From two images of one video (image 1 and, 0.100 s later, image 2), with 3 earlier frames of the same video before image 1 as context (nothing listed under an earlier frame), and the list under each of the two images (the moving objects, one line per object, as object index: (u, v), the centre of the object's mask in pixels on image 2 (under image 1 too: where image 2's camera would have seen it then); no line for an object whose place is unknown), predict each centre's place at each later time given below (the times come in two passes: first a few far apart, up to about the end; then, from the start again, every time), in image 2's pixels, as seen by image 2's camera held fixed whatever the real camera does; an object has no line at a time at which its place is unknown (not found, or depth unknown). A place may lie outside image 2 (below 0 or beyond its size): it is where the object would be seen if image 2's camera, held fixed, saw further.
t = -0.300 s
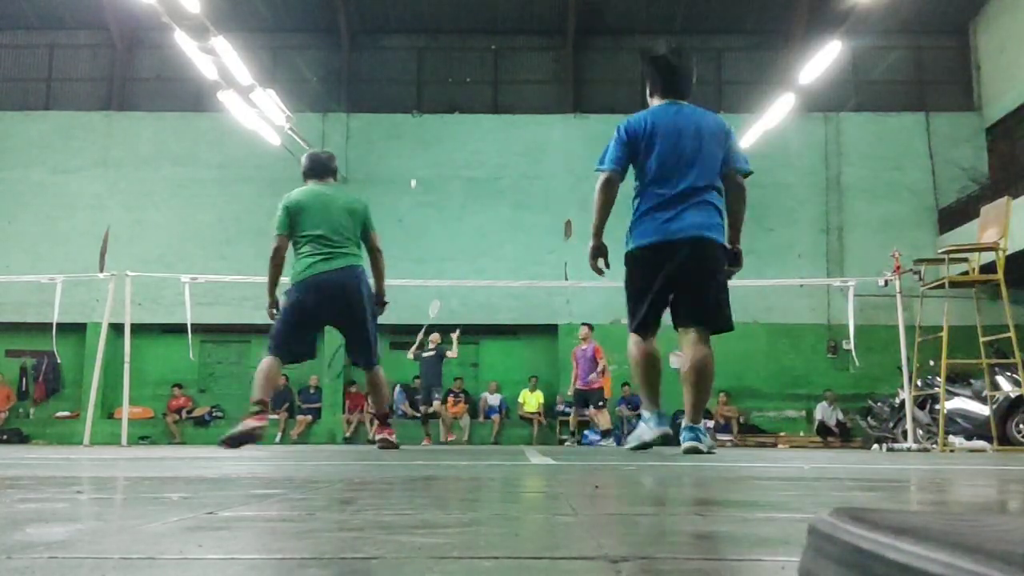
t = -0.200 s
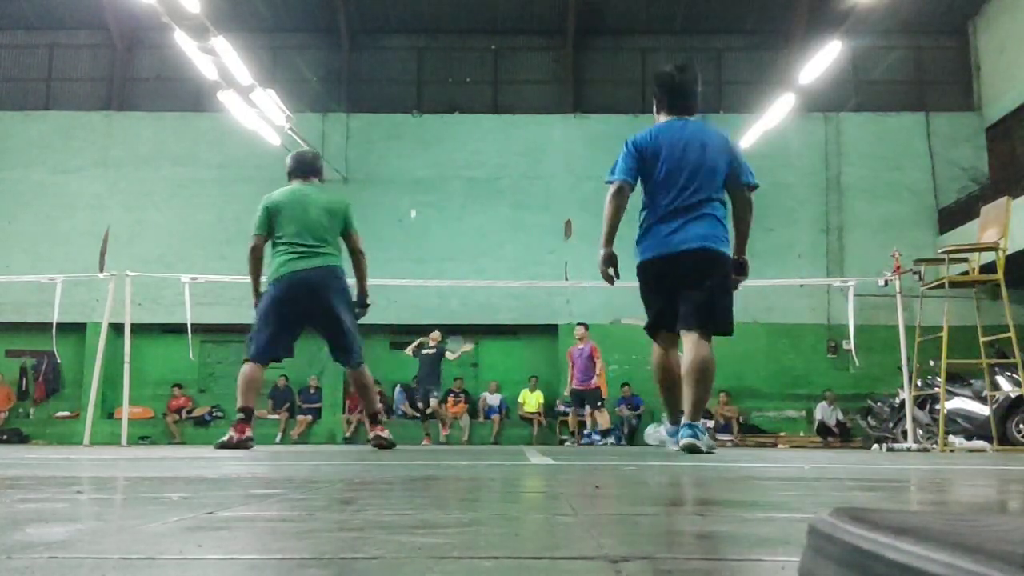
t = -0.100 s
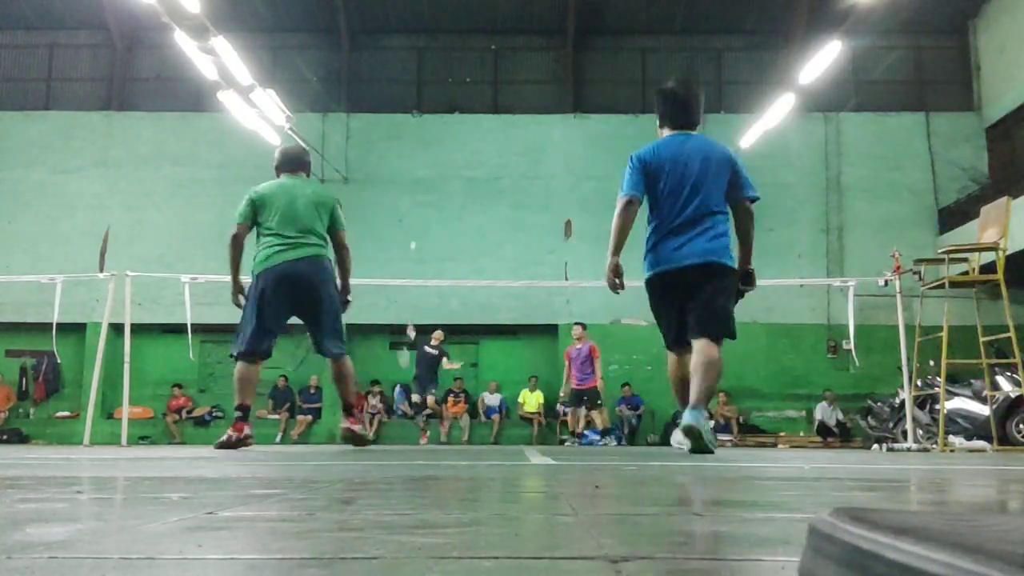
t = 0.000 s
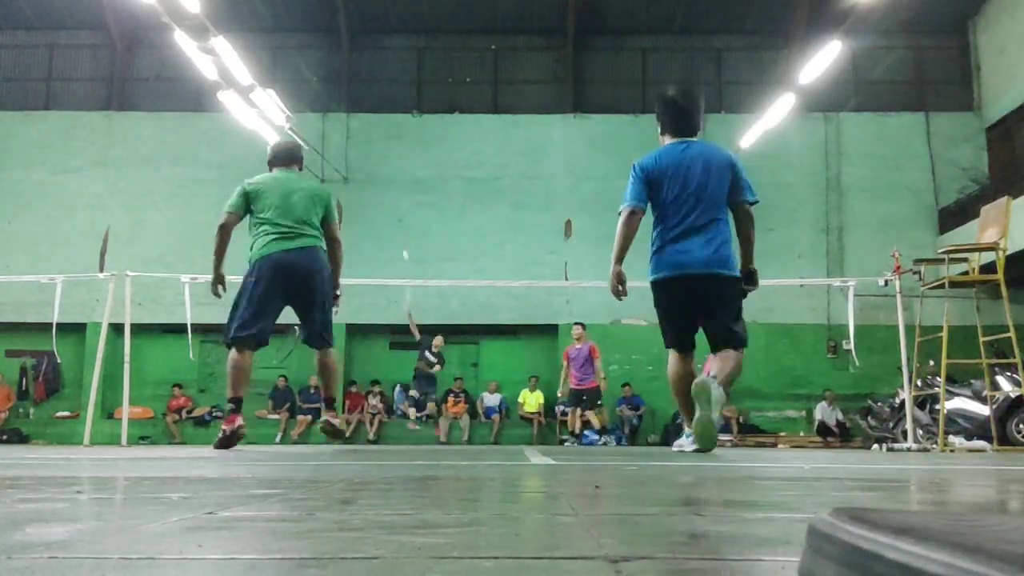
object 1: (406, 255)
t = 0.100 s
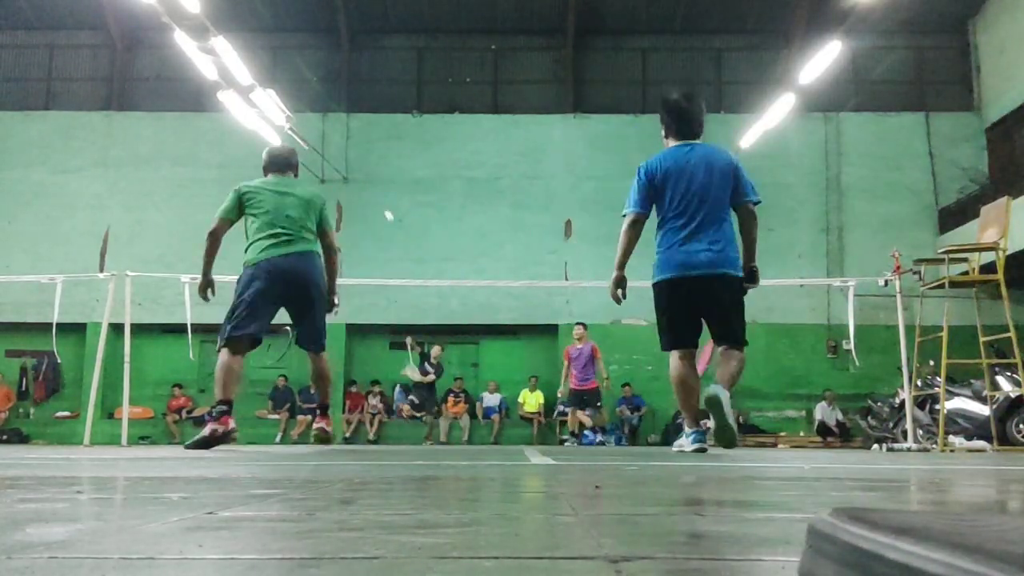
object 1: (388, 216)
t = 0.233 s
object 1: (370, 183)
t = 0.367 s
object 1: (351, 170)
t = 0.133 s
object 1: (384, 206)
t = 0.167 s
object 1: (379, 196)
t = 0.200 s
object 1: (374, 190)
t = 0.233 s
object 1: (370, 183)
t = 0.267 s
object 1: (365, 178)
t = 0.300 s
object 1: (360, 174)
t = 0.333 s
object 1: (355, 171)
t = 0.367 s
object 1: (351, 170)
